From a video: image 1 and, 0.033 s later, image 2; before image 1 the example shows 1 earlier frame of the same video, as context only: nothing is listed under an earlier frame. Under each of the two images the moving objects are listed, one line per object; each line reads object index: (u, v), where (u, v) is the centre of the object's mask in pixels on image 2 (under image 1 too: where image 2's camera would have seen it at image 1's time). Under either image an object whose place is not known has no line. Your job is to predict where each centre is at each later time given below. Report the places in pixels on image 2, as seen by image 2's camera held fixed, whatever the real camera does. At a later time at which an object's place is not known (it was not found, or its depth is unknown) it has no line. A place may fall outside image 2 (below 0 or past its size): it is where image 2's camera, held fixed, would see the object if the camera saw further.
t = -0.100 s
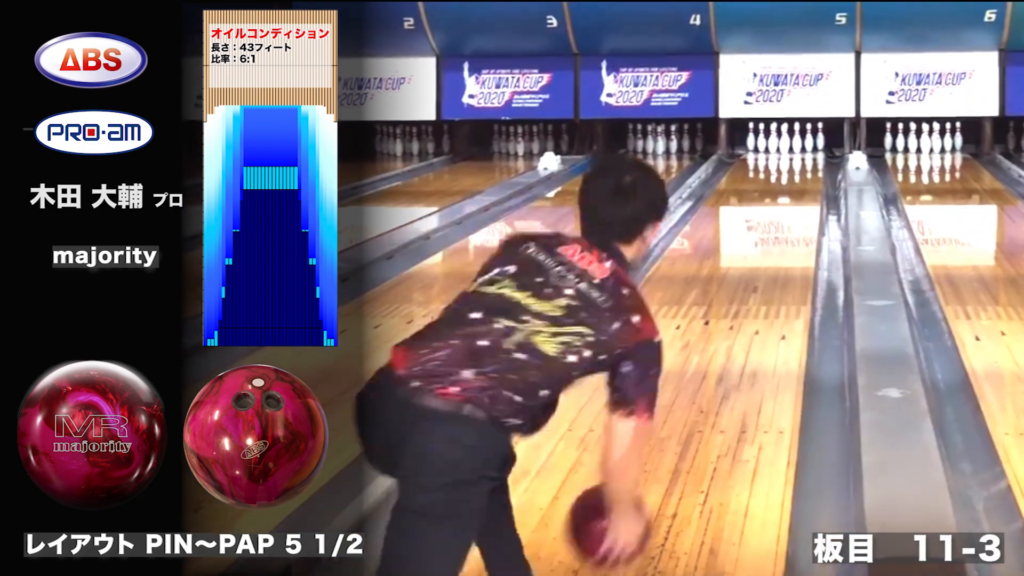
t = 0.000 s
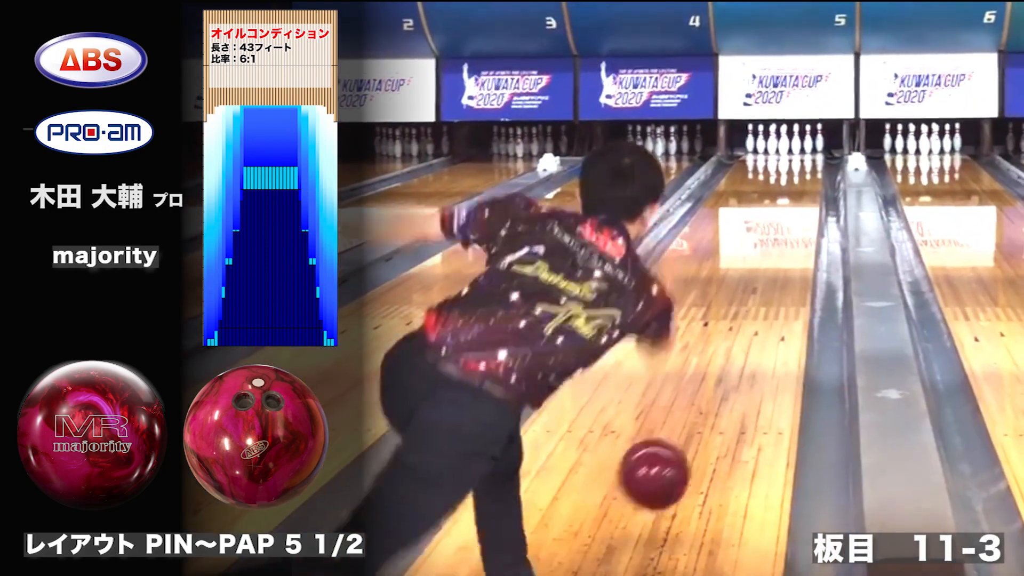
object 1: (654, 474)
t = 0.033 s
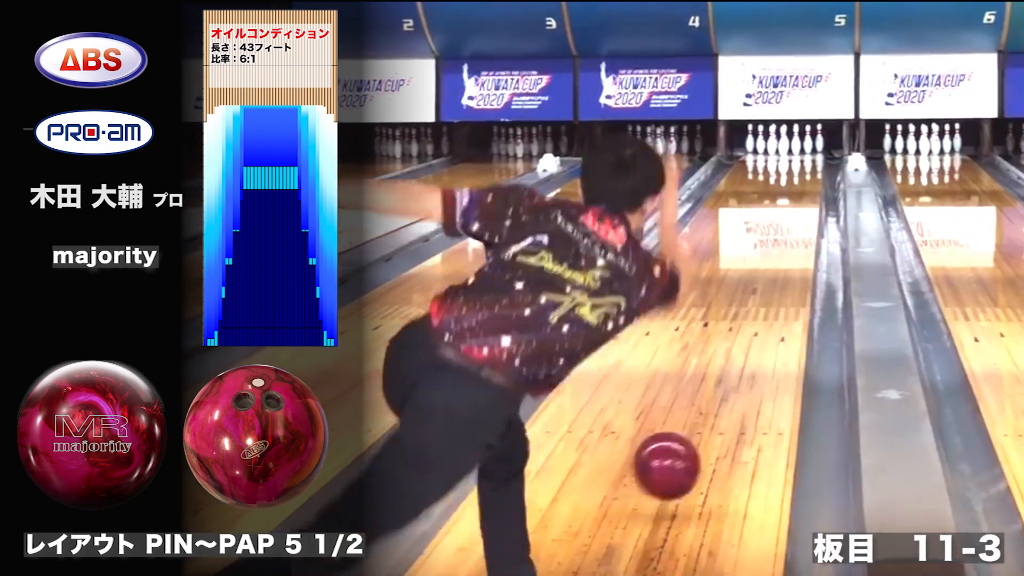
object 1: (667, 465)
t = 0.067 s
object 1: (678, 462)
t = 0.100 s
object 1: (688, 445)
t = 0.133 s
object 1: (697, 428)
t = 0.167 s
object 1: (705, 414)
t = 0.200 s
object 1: (713, 399)
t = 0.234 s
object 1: (720, 386)
